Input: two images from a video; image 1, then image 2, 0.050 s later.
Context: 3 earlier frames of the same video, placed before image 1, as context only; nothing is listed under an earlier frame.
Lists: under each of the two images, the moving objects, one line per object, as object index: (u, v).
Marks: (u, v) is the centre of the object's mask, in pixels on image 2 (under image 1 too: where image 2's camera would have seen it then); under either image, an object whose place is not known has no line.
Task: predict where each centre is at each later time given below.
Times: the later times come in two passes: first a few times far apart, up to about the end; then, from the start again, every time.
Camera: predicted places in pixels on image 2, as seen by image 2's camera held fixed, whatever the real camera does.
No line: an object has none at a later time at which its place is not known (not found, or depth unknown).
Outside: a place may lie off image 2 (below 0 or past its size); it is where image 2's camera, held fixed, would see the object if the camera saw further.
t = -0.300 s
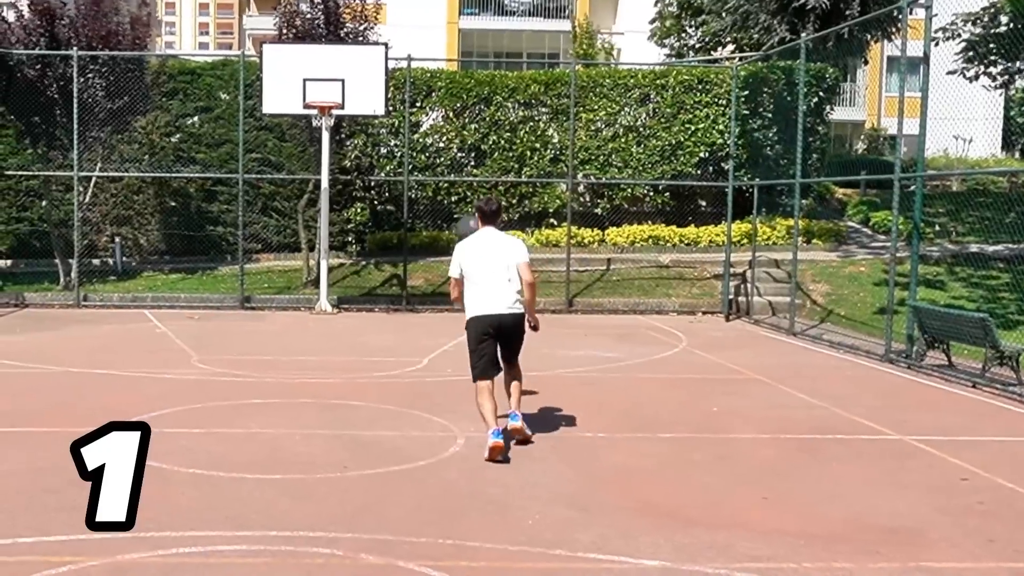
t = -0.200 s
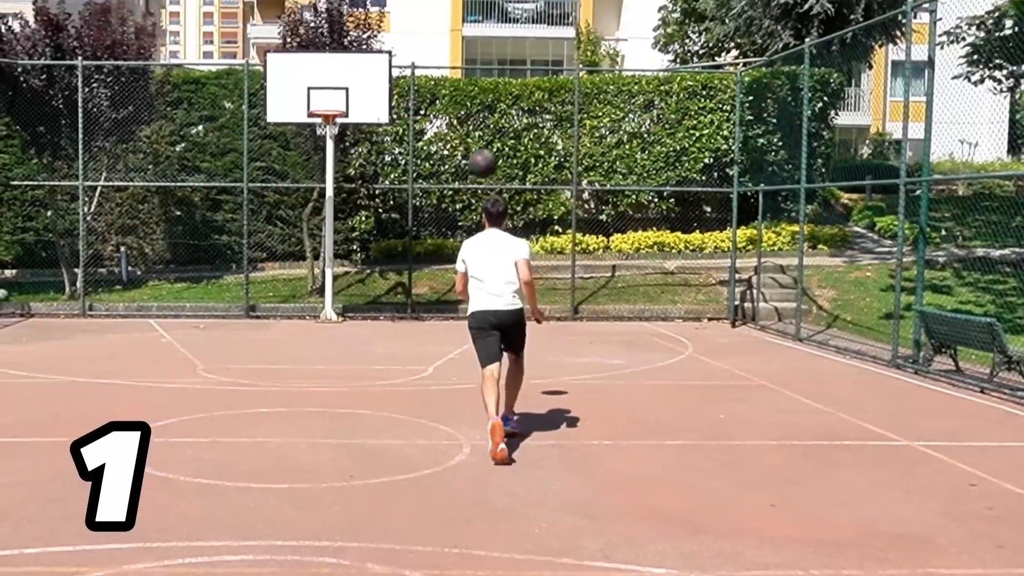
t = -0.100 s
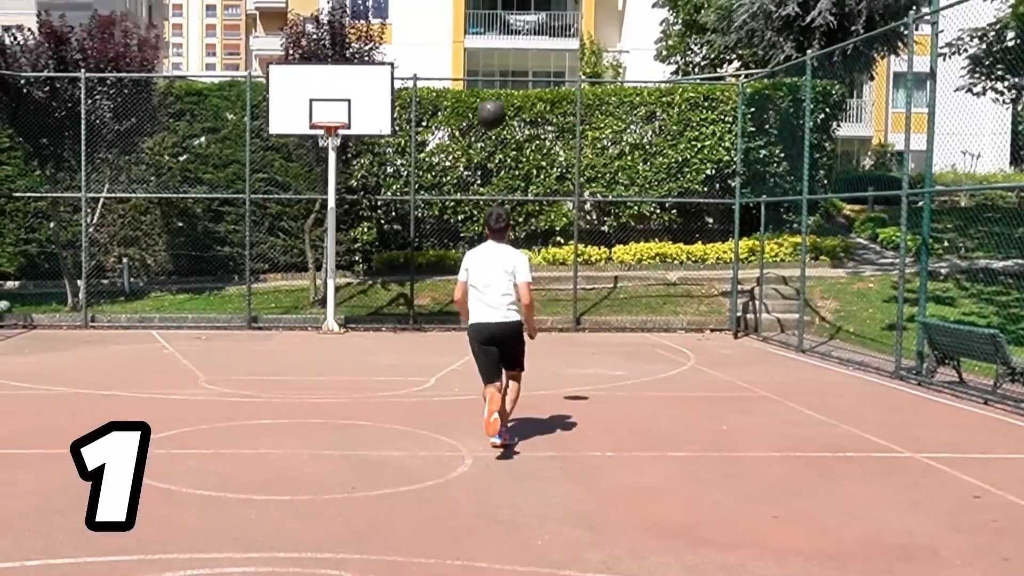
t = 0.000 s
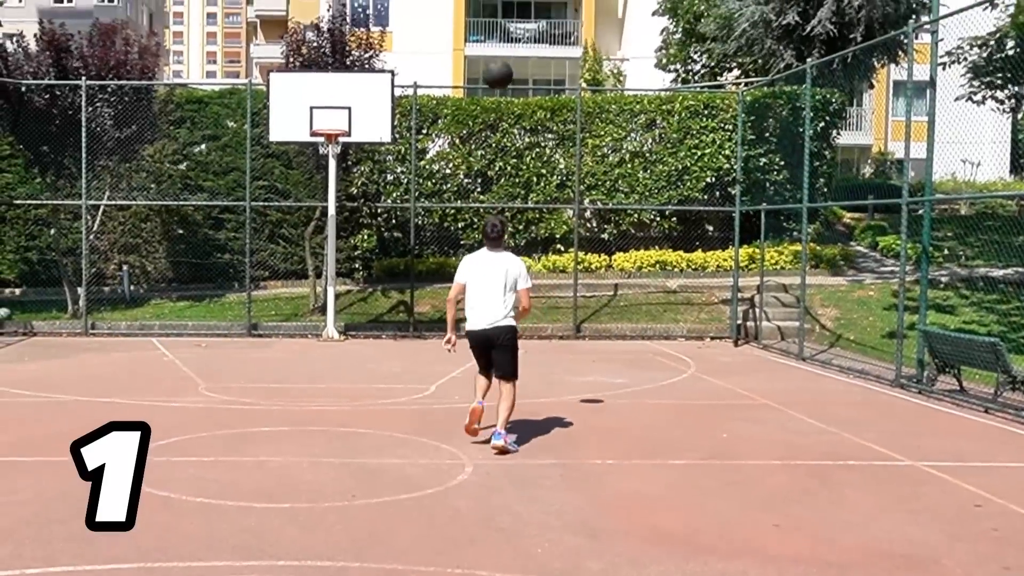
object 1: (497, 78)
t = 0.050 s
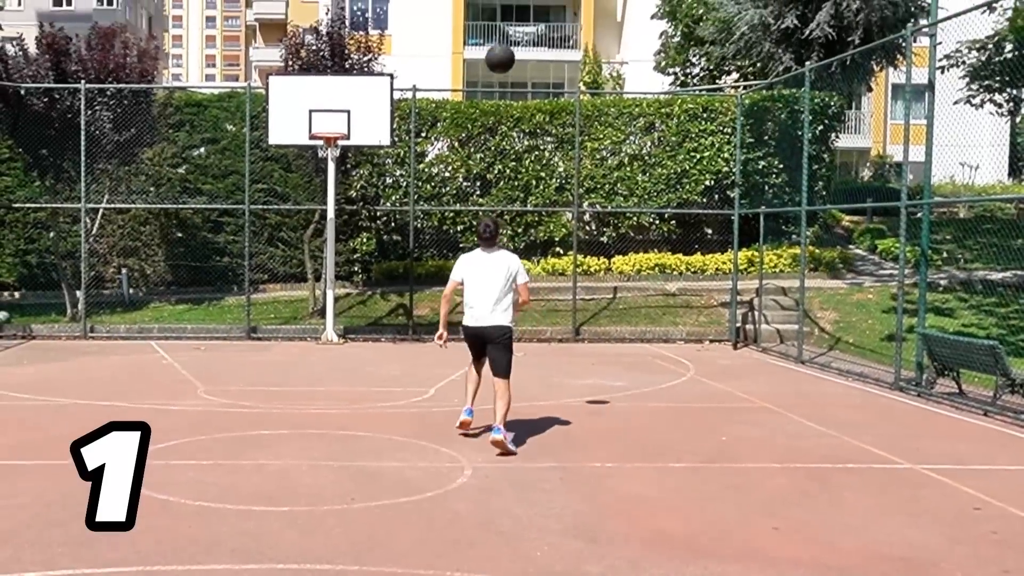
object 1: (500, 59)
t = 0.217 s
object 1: (510, 17)
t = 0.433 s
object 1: (522, 15)
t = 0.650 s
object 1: (532, 67)
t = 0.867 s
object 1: (541, 171)
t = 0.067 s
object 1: (501, 53)
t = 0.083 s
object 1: (502, 48)
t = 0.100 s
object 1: (503, 43)
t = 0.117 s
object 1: (504, 38)
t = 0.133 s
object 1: (505, 34)
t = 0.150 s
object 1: (506, 30)
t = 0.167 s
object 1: (507, 26)
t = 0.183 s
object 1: (508, 23)
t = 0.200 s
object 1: (509, 20)
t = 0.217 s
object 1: (510, 17)
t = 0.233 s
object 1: (511, 15)
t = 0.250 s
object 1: (513, 15)
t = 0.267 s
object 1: (514, 14)
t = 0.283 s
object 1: (514, 14)
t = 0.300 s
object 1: (515, 14)
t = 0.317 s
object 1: (516, 13)
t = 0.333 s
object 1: (516, 13)
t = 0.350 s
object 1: (517, 13)
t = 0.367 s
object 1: (518, 14)
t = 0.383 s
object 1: (519, 14)
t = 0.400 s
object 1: (519, 14)
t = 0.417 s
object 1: (521, 14)
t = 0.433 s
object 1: (522, 15)
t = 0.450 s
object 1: (523, 17)
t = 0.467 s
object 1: (524, 19)
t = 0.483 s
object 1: (525, 22)
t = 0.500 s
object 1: (525, 25)
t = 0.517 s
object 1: (526, 29)
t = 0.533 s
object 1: (527, 33)
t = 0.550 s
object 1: (528, 36)
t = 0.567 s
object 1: (528, 41)
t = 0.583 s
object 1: (529, 46)
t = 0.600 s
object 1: (530, 50)
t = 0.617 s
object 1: (530, 56)
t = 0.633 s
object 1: (531, 61)
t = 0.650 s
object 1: (532, 67)
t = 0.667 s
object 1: (533, 74)
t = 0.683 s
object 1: (534, 79)
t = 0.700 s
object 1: (535, 86)
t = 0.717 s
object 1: (535, 93)
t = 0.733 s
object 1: (536, 100)
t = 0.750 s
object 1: (537, 108)
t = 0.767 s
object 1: (536, 117)
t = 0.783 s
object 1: (538, 124)
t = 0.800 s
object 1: (538, 133)
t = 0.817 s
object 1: (539, 141)
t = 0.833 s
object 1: (540, 152)
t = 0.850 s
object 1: (540, 160)
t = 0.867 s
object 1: (541, 171)
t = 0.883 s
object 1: (541, 180)
